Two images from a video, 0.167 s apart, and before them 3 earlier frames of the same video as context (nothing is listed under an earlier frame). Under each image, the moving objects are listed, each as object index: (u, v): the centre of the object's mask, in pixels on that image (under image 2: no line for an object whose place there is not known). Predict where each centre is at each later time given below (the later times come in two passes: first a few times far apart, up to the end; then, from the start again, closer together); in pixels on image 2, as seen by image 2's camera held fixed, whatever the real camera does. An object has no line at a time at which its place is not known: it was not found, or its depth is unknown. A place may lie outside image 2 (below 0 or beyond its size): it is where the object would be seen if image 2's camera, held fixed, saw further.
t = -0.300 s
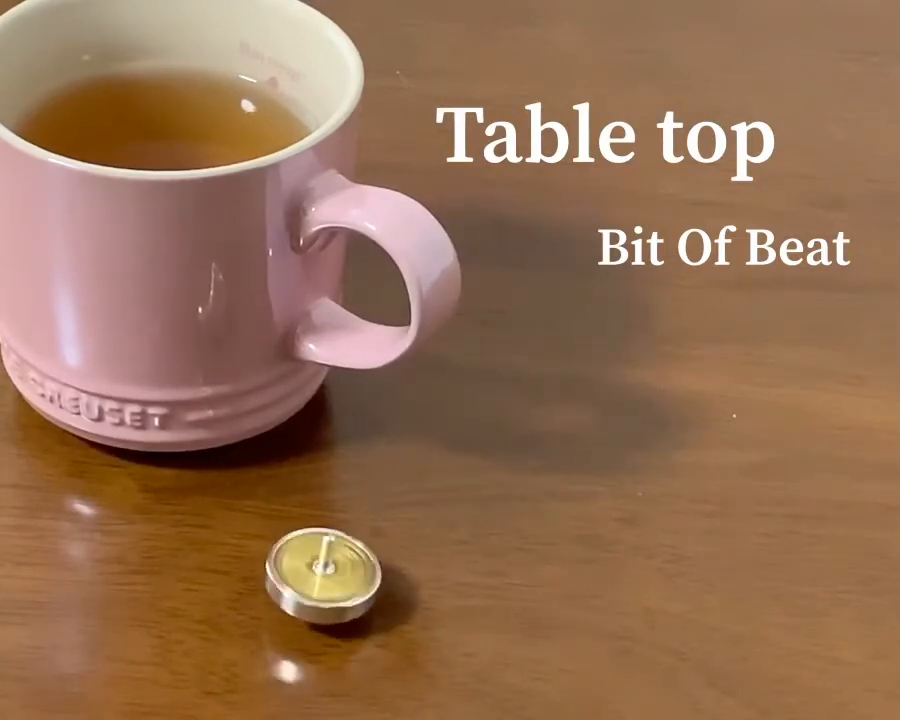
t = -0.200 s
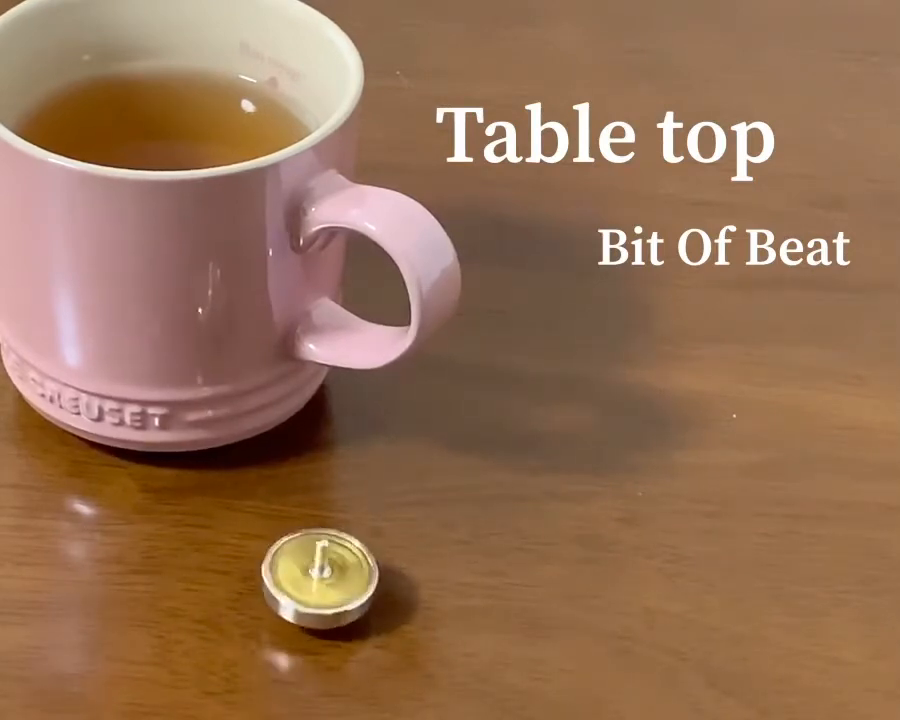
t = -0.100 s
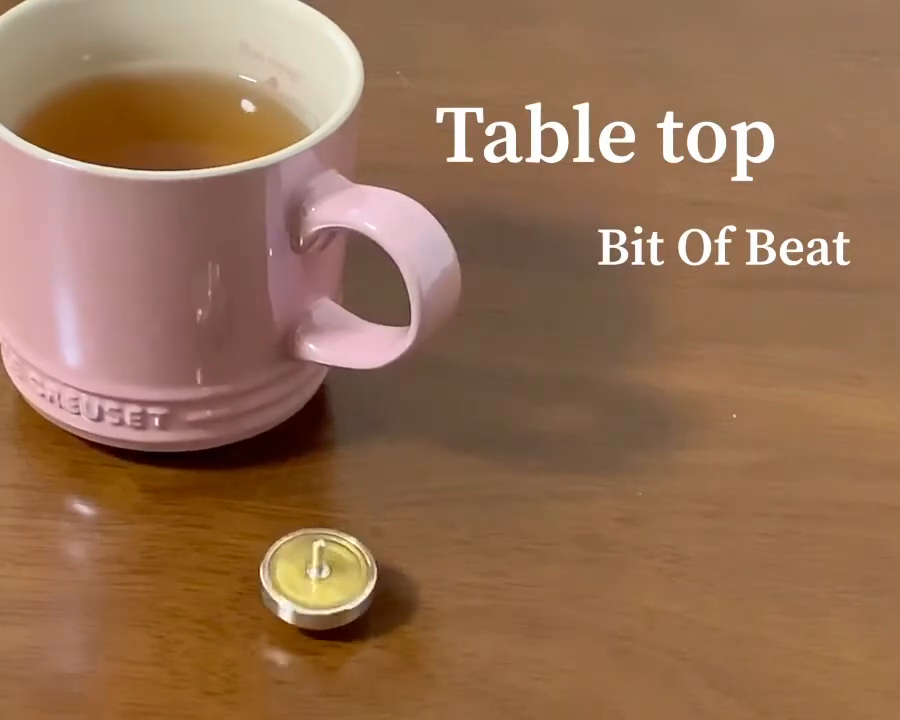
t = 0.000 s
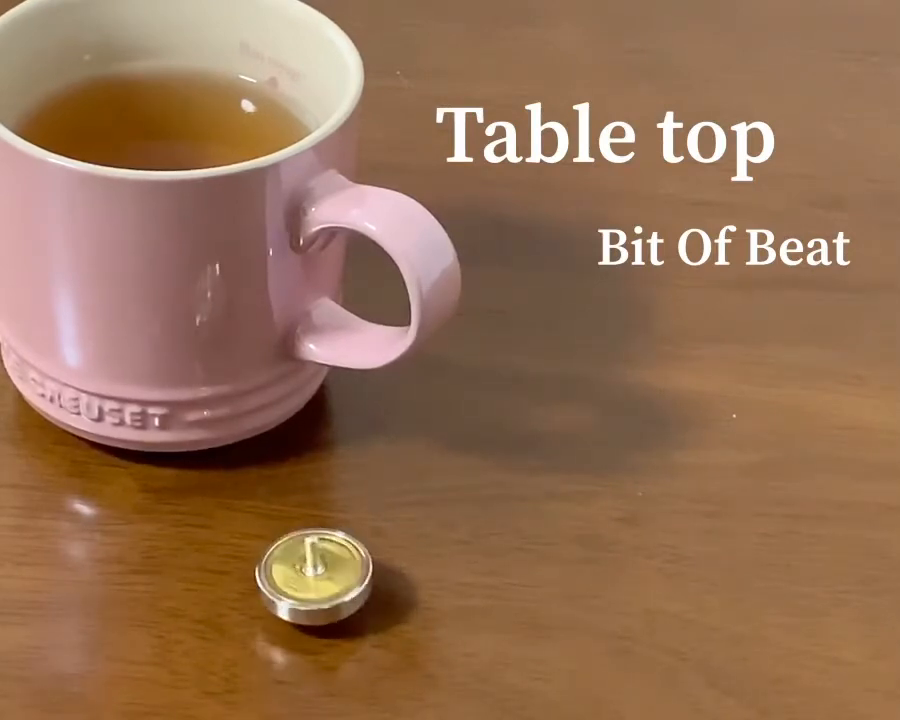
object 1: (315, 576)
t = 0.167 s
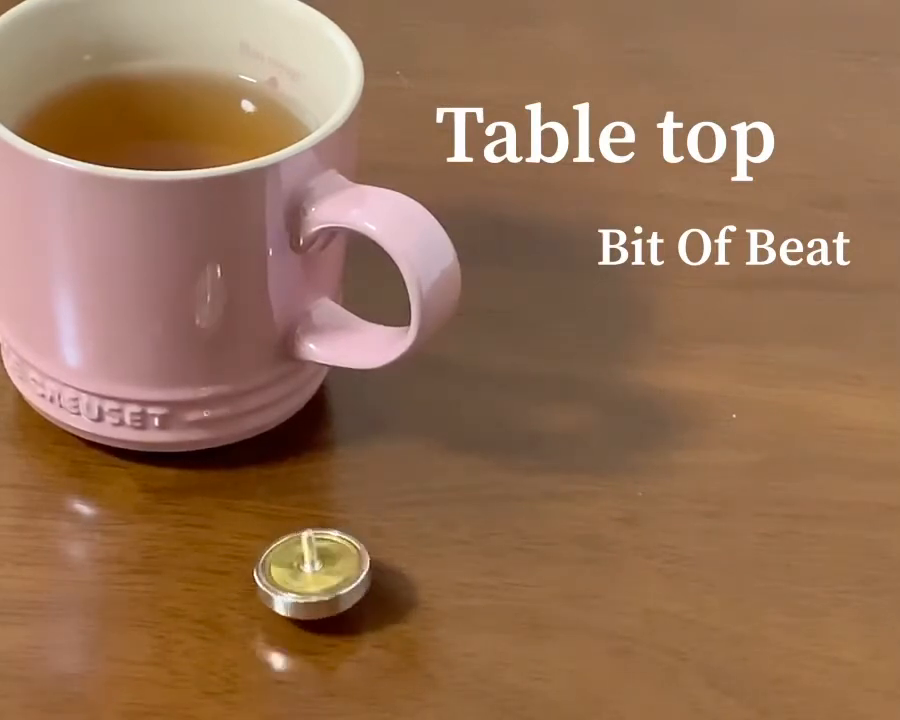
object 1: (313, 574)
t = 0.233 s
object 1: (314, 572)
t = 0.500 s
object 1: (323, 574)
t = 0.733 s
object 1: (320, 578)
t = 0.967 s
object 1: (315, 576)
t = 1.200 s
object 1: (317, 572)
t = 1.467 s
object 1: (323, 575)
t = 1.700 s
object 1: (319, 578)
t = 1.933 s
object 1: (314, 574)
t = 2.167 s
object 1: (318, 572)
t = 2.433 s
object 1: (323, 577)
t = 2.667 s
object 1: (316, 577)
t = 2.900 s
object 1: (313, 573)
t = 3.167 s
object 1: (322, 573)
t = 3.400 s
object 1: (321, 576)
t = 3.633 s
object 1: (313, 576)
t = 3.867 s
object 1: (315, 573)
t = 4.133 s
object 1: (322, 575)
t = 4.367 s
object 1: (320, 577)
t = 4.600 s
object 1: (313, 575)
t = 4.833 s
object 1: (316, 573)
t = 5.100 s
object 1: (321, 575)
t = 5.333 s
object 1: (315, 578)
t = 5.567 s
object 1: (315, 575)
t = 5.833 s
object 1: (319, 574)
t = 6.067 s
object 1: (322, 578)
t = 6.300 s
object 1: (315, 576)
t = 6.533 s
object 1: (315, 573)
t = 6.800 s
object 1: (321, 574)
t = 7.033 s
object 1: (317, 578)
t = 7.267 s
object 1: (314, 575)
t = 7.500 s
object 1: (319, 572)
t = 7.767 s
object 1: (322, 577)
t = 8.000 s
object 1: (314, 577)
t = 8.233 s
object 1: (316, 573)
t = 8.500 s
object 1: (321, 575)
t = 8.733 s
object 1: (319, 578)
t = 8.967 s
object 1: (313, 574)
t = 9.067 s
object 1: (315, 574)
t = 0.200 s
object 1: (315, 573)
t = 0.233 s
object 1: (314, 572)
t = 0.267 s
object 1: (316, 573)
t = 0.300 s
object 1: (317, 571)
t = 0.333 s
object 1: (317, 573)
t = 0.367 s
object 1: (320, 572)
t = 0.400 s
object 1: (319, 573)
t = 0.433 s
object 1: (322, 573)
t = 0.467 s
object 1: (320, 573)
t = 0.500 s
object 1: (323, 574)
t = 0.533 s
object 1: (322, 574)
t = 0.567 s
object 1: (323, 576)
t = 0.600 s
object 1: (322, 576)
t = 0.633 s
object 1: (322, 577)
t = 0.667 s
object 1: (322, 577)
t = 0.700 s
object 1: (320, 578)
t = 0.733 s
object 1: (320, 578)
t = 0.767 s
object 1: (317, 578)
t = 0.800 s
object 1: (318, 578)
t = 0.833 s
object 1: (316, 577)
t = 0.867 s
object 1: (316, 578)
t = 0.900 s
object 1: (315, 577)
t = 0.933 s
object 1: (314, 577)
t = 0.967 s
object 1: (315, 576)
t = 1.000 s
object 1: (313, 576)
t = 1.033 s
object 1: (315, 575)
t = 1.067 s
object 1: (313, 574)
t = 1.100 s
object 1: (316, 574)
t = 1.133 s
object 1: (315, 573)
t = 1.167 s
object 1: (317, 573)
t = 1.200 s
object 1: (317, 572)
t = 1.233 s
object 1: (318, 573)
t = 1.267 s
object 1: (320, 571)
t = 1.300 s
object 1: (319, 573)
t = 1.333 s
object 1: (322, 572)
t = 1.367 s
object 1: (320, 573)
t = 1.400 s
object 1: (323, 574)
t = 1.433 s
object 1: (321, 574)
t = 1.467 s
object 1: (323, 575)
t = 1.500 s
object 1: (322, 575)
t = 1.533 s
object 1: (323, 577)
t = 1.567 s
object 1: (322, 576)
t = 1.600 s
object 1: (320, 578)
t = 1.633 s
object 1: (321, 577)
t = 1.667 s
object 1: (318, 578)
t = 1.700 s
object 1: (319, 578)
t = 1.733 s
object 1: (316, 578)
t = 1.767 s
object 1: (317, 577)
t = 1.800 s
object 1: (314, 577)
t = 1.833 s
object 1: (315, 577)
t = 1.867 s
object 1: (314, 575)
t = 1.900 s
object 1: (314, 576)
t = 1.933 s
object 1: (314, 574)
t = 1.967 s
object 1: (313, 575)
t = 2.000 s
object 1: (315, 573)
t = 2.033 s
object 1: (314, 574)
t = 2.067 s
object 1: (316, 573)
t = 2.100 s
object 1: (315, 573)
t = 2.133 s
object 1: (318, 573)
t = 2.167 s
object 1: (318, 572)
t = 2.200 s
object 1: (320, 573)
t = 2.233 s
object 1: (321, 572)
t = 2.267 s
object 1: (321, 574)
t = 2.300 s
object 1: (322, 573)
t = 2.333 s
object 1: (321, 575)
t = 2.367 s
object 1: (323, 575)
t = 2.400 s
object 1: (321, 576)
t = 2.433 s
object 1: (323, 577)
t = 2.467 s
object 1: (320, 577)
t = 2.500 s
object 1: (322, 578)
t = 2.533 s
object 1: (319, 577)
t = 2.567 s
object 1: (319, 578)
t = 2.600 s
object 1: (317, 577)
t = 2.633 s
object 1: (317, 578)
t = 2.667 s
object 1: (316, 577)
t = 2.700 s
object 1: (314, 578)
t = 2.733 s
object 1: (315, 576)
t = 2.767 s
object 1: (313, 577)
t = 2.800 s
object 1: (314, 575)
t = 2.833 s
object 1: (312, 575)
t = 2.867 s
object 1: (315, 574)
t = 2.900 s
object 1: (313, 573)
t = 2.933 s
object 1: (315, 574)
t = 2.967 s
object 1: (315, 572)
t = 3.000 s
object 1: (316, 573)
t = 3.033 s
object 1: (318, 572)
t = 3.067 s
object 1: (317, 573)
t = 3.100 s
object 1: (320, 572)
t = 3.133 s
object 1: (319, 573)
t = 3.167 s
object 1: (322, 573)
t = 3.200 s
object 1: (320, 574)
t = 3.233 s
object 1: (323, 575)
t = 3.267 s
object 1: (321, 575)
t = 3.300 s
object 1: (323, 576)
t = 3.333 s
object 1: (321, 576)
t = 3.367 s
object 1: (321, 578)
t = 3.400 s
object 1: (321, 576)
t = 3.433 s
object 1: (319, 578)
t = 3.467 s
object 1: (319, 577)
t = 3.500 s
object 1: (316, 578)
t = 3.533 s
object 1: (317, 577)
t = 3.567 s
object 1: (314, 577)
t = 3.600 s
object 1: (316, 577)
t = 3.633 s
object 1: (313, 576)
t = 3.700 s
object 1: (315, 576)
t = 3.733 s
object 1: (313, 575)
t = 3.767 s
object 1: (314, 575)
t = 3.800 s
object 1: (313, 573)
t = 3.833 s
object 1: (314, 574)
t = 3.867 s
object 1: (315, 573)
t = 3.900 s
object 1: (315, 574)
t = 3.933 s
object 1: (317, 573)
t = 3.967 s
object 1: (316, 573)
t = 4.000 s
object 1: (320, 572)
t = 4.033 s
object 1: (319, 573)
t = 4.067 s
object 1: (322, 573)
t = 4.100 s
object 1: (320, 573)
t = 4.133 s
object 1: (322, 575)
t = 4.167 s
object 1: (321, 574)
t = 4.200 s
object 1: (323, 576)
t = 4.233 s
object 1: (322, 575)
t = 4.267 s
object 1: (322, 578)
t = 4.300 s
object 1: (322, 577)
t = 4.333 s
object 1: (320, 578)
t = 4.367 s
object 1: (320, 577)
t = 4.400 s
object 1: (317, 578)
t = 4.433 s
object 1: (318, 577)
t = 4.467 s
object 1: (315, 578)
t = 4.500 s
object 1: (316, 577)
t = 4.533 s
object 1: (314, 577)
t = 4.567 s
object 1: (315, 577)
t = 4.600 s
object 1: (313, 575)
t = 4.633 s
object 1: (314, 576)
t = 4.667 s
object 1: (314, 574)
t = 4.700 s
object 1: (314, 575)
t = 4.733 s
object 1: (315, 573)
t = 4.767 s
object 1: (315, 574)
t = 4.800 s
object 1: (317, 572)
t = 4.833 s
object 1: (316, 573)
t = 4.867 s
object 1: (320, 572)
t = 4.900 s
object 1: (318, 573)
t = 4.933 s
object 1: (321, 573)
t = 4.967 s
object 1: (320, 573)
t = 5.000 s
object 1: (322, 574)
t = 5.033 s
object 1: (321, 574)
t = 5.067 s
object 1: (322, 575)
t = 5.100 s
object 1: (321, 575)
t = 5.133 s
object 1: (322, 577)
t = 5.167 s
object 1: (321, 576)
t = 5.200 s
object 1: (320, 578)
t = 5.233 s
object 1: (320, 577)
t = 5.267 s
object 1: (318, 578)
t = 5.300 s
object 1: (318, 577)
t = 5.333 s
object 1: (315, 578)
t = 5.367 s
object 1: (317, 577)
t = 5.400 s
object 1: (314, 577)
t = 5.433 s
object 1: (315, 577)
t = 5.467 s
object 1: (313, 576)
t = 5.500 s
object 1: (315, 576)
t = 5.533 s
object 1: (313, 574)
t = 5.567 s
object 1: (315, 575)
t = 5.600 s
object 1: (314, 573)
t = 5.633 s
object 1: (316, 574)
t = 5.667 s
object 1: (315, 572)
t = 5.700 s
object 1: (316, 573)
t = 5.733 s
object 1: (318, 572)
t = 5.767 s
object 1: (318, 574)
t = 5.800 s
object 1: (320, 572)
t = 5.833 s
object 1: (319, 574)
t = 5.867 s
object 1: (322, 573)
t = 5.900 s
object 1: (320, 574)
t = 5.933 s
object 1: (323, 575)
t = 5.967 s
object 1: (321, 576)
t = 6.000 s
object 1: (323, 577)
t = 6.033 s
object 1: (320, 576)
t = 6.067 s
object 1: (322, 578)
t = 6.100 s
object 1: (319, 577)
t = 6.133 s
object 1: (319, 578)
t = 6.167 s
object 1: (317, 577)
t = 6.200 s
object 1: (317, 578)
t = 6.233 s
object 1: (316, 577)
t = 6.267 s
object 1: (315, 578)
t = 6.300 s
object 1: (315, 576)
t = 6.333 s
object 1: (313, 577)
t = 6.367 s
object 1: (314, 575)
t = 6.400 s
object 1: (313, 575)
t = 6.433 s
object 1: (315, 574)
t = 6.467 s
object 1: (314, 574)
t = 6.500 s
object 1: (316, 573)
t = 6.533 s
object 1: (315, 573)
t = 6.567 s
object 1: (318, 573)
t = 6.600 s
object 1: (317, 572)
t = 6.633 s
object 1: (320, 573)
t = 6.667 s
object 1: (319, 572)
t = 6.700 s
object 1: (321, 573)
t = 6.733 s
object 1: (321, 573)
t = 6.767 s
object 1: (322, 575)
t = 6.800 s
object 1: (321, 574)
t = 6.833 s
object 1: (322, 576)
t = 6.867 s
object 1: (321, 575)
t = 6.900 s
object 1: (321, 578)
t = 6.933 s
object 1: (321, 577)
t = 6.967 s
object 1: (319, 578)
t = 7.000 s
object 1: (320, 577)
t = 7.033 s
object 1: (317, 578)
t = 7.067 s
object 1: (318, 577)
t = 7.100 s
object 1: (315, 578)
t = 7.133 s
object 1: (316, 577)
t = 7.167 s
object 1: (313, 577)
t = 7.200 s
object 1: (315, 576)
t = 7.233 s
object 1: (313, 575)
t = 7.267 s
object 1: (314, 575)
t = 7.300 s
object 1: (313, 574)
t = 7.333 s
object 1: (315, 574)
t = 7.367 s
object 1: (314, 572)
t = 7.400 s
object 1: (316, 573)
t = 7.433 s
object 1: (316, 572)
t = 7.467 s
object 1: (317, 573)
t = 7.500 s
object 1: (319, 572)
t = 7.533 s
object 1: (319, 574)
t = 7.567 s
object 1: (321, 572)
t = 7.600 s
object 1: (320, 574)
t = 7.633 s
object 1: (322, 574)
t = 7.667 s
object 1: (321, 575)
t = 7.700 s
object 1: (323, 575)
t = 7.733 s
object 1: (321, 576)
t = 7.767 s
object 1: (322, 577)
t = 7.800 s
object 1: (319, 577)
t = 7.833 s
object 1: (320, 577)
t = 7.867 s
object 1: (317, 578)
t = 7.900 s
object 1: (318, 578)
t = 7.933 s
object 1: (315, 577)
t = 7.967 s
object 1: (317, 578)
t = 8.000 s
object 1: (314, 577)
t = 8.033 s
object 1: (315, 577)
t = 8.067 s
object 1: (314, 575)
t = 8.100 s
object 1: (315, 576)
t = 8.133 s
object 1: (314, 574)
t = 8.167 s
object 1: (315, 575)
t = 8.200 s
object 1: (314, 573)
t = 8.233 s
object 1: (316, 573)
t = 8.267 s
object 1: (316, 572)
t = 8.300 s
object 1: (317, 573)
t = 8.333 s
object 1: (319, 572)
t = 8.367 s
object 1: (318, 574)
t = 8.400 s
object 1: (321, 572)
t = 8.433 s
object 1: (320, 574)
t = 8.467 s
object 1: (322, 573)
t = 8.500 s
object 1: (321, 575)
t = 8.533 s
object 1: (323, 575)
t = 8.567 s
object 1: (321, 576)
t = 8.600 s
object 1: (322, 576)
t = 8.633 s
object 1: (320, 577)
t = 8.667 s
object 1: (321, 577)
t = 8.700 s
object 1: (318, 577)
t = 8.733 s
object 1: (319, 578)
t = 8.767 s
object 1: (316, 577)
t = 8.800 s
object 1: (317, 578)
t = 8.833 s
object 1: (314, 577)
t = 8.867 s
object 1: (316, 577)
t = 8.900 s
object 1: (314, 576)
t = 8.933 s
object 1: (315, 576)
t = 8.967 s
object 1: (313, 574)
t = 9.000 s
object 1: (315, 575)
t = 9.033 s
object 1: (314, 573)
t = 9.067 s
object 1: (315, 574)
